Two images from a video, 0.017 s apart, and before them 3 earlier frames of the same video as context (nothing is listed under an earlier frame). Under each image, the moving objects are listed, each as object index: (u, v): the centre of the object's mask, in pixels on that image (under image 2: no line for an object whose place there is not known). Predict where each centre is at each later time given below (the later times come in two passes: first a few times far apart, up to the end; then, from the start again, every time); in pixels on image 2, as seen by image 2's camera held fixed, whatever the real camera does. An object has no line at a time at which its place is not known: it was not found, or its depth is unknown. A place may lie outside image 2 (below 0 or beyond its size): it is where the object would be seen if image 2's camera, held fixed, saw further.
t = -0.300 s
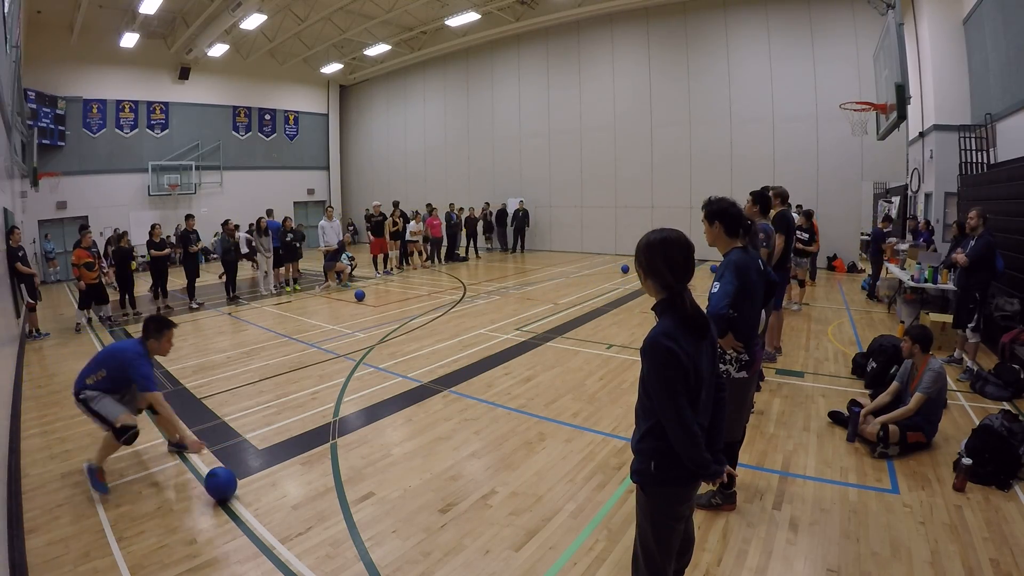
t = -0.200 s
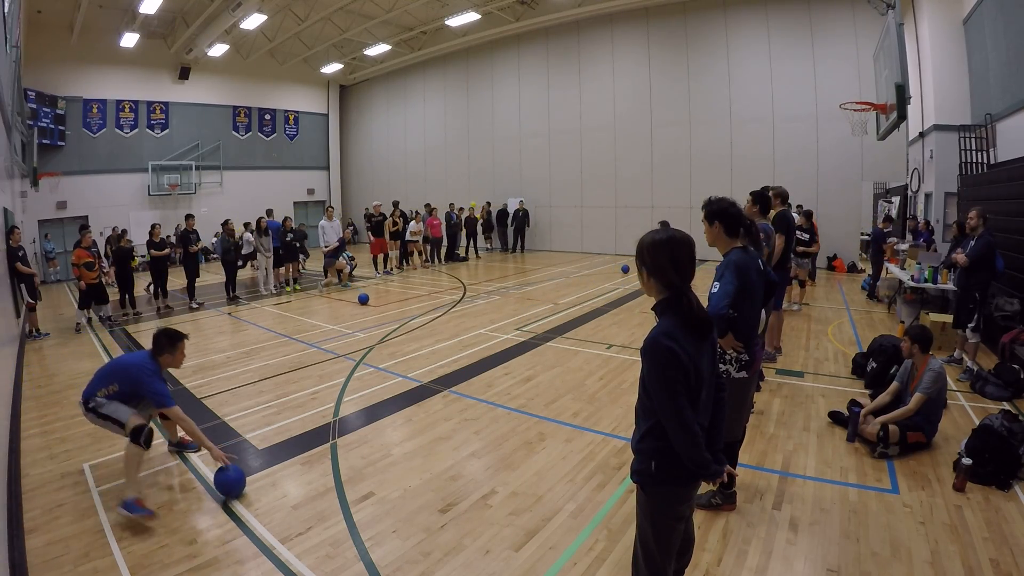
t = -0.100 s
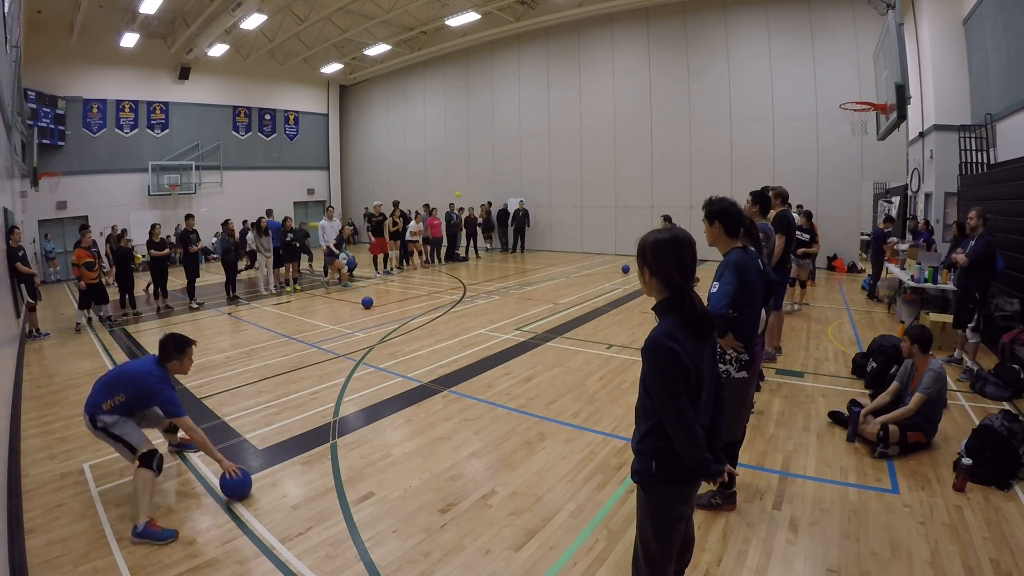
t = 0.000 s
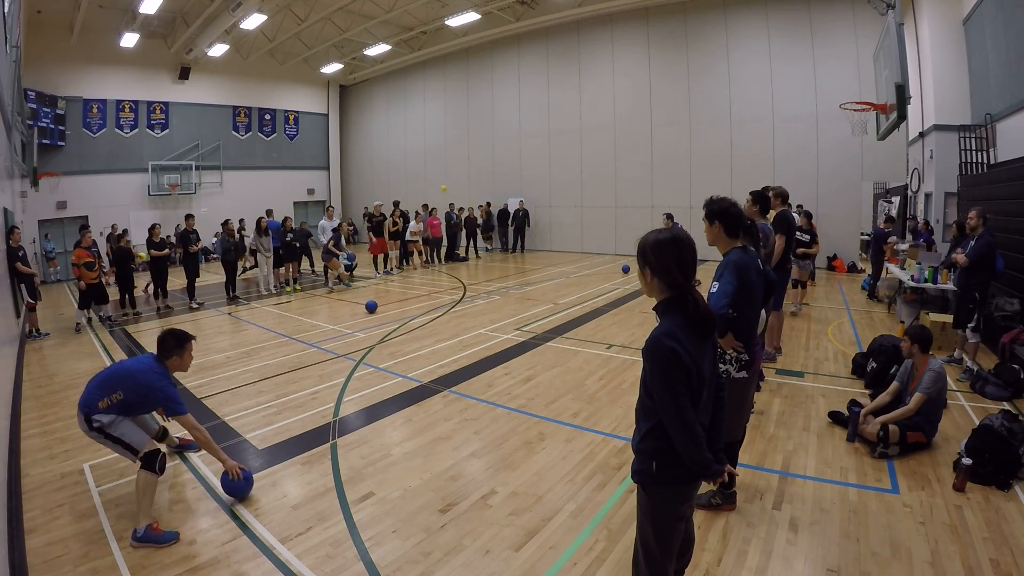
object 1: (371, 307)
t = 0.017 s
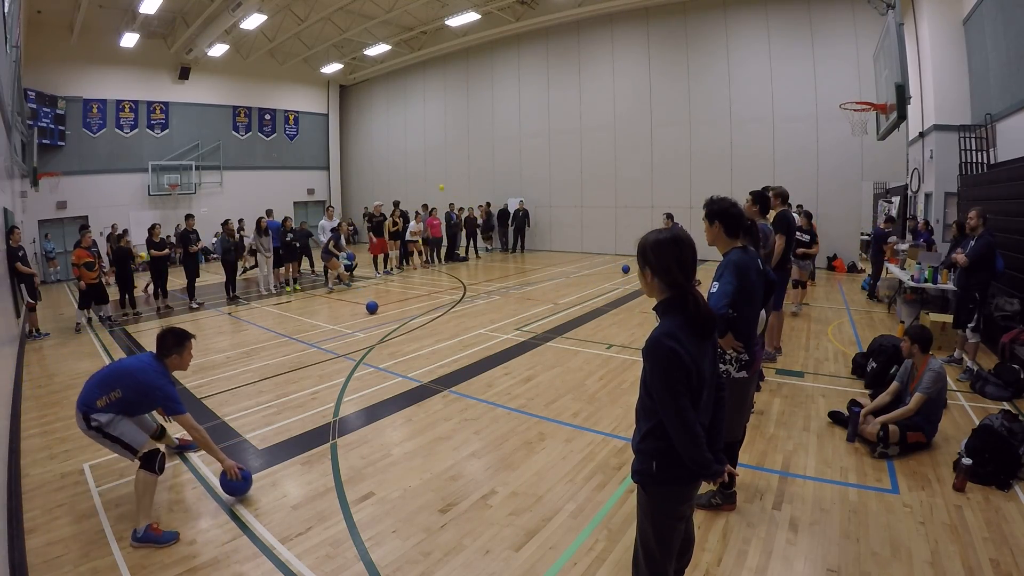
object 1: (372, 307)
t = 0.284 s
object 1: (385, 320)
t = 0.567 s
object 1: (401, 335)
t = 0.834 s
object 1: (423, 355)
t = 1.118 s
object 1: (452, 381)
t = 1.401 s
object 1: (494, 417)
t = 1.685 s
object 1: (554, 466)
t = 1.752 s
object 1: (572, 480)
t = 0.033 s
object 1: (373, 308)
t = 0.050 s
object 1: (373, 309)
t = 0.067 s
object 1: (374, 309)
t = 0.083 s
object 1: (375, 310)
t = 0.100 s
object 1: (375, 311)
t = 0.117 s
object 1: (376, 312)
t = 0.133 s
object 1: (377, 312)
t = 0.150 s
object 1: (378, 313)
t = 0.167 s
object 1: (378, 314)
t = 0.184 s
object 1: (379, 315)
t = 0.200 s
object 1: (380, 315)
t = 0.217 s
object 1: (381, 316)
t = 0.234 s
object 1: (382, 317)
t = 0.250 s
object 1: (383, 318)
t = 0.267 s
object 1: (384, 319)
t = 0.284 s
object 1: (385, 320)
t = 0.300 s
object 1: (386, 320)
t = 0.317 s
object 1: (386, 321)
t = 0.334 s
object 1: (387, 322)
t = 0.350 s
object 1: (388, 323)
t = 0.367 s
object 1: (389, 324)
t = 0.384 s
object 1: (390, 325)
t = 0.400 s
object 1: (391, 326)
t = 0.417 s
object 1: (392, 327)
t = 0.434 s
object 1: (393, 328)
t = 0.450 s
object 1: (394, 329)
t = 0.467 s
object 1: (395, 329)
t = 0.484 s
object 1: (396, 331)
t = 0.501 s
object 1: (397, 332)
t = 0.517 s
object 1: (398, 332)
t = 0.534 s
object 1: (399, 334)
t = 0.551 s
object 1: (400, 334)
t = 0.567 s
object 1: (401, 335)
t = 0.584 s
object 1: (403, 337)
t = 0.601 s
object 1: (404, 338)
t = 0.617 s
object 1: (405, 339)
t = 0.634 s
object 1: (406, 340)
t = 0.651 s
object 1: (408, 341)
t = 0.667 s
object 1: (409, 342)
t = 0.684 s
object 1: (410, 344)
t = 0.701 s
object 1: (411, 345)
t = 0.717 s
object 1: (413, 346)
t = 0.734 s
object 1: (414, 347)
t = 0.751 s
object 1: (415, 349)
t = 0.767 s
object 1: (417, 350)
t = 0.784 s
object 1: (418, 351)
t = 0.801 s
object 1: (420, 352)
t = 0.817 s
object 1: (421, 354)
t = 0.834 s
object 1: (423, 355)
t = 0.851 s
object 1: (424, 356)
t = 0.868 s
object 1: (426, 358)
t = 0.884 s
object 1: (427, 359)
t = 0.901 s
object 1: (429, 361)
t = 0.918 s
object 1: (431, 362)
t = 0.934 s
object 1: (432, 363)
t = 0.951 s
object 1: (434, 365)
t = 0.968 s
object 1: (436, 366)
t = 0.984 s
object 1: (437, 368)
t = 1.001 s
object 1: (439, 369)
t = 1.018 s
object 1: (441, 371)
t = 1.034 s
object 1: (443, 372)
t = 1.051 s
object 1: (445, 374)
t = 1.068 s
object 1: (447, 376)
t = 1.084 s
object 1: (448, 378)
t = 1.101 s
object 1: (450, 380)
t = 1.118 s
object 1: (452, 381)
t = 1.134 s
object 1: (454, 383)
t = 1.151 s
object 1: (457, 385)
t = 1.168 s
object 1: (459, 387)
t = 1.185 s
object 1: (461, 389)
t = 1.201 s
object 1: (463, 391)
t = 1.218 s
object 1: (466, 393)
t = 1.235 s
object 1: (468, 395)
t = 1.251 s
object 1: (470, 397)
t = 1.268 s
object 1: (473, 399)
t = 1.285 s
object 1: (475, 401)
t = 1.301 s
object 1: (478, 403)
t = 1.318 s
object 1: (480, 405)
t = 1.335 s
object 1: (483, 407)
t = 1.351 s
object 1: (486, 410)
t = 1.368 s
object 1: (488, 412)
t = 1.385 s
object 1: (491, 415)
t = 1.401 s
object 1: (494, 417)
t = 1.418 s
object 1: (497, 419)
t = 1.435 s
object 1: (500, 422)
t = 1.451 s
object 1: (503, 424)
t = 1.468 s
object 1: (506, 427)
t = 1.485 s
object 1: (510, 430)
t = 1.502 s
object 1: (513, 432)
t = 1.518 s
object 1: (516, 435)
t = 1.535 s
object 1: (520, 438)
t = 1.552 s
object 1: (523, 441)
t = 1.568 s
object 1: (527, 444)
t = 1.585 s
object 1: (530, 447)
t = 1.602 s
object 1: (534, 450)
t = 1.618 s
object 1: (538, 453)
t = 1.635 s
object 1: (542, 456)
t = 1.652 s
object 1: (546, 459)
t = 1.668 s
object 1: (550, 462)
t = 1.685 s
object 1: (554, 466)
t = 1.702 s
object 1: (559, 469)
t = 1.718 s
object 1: (563, 473)
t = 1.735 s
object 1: (568, 476)
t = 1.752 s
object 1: (572, 480)
